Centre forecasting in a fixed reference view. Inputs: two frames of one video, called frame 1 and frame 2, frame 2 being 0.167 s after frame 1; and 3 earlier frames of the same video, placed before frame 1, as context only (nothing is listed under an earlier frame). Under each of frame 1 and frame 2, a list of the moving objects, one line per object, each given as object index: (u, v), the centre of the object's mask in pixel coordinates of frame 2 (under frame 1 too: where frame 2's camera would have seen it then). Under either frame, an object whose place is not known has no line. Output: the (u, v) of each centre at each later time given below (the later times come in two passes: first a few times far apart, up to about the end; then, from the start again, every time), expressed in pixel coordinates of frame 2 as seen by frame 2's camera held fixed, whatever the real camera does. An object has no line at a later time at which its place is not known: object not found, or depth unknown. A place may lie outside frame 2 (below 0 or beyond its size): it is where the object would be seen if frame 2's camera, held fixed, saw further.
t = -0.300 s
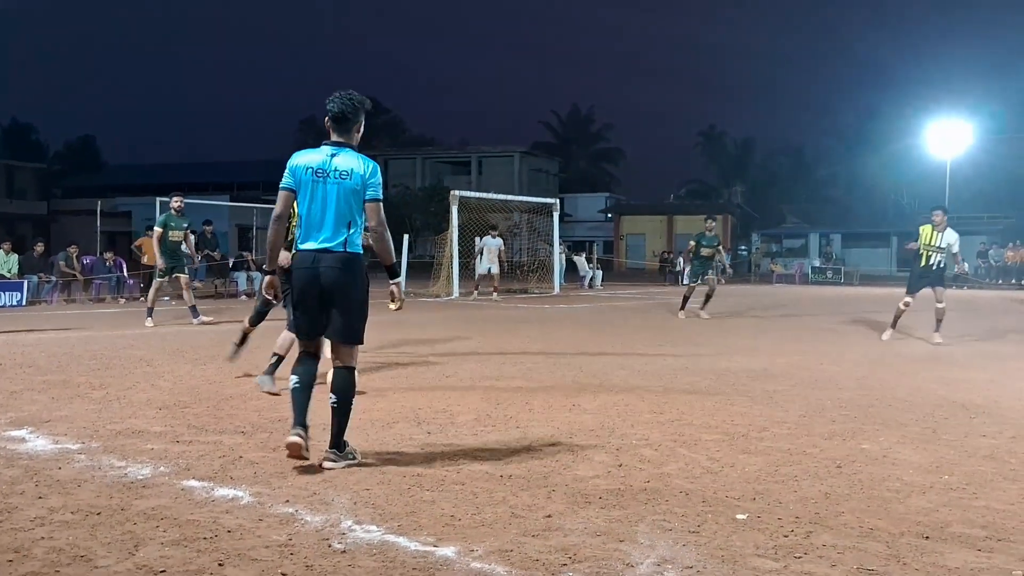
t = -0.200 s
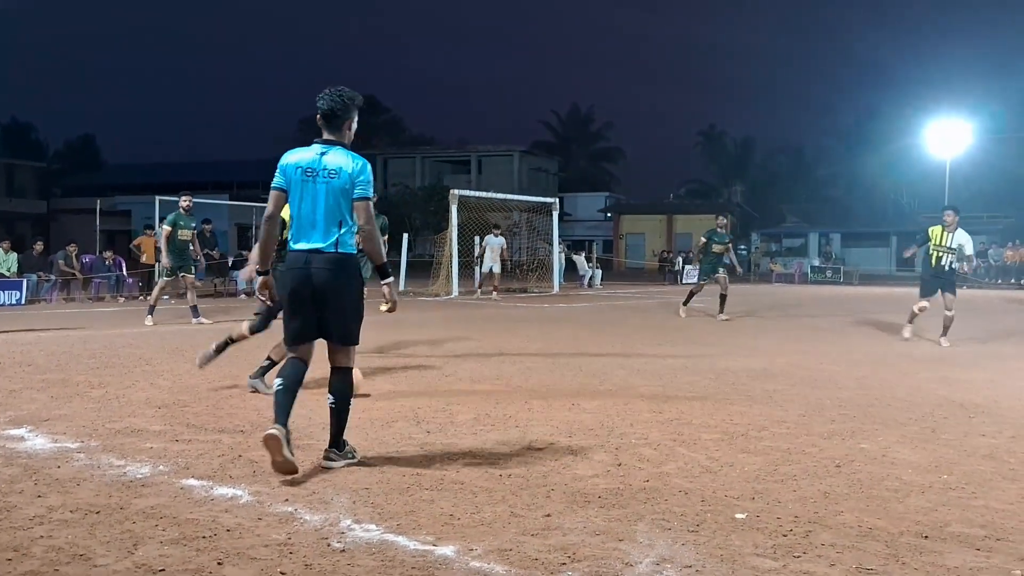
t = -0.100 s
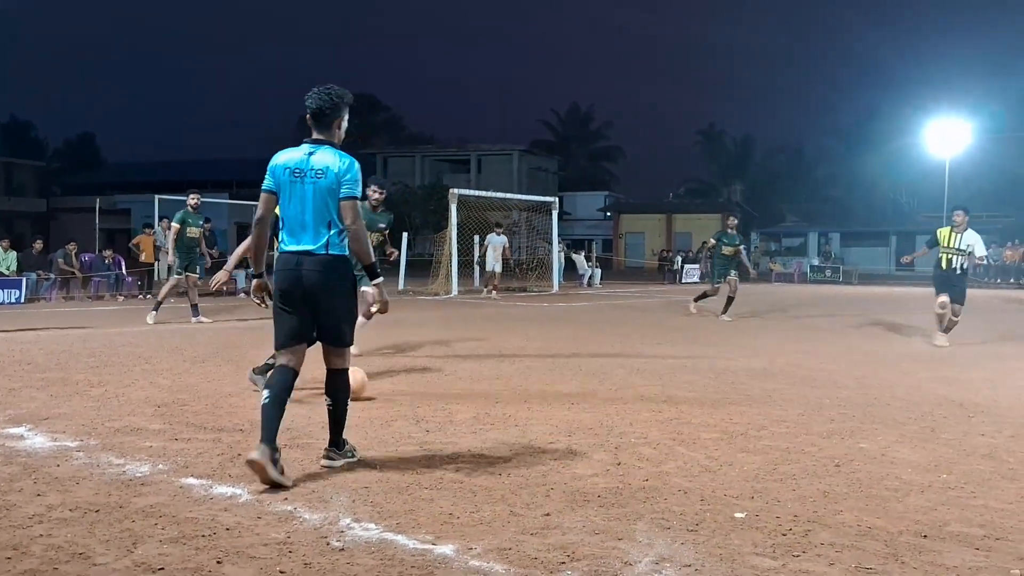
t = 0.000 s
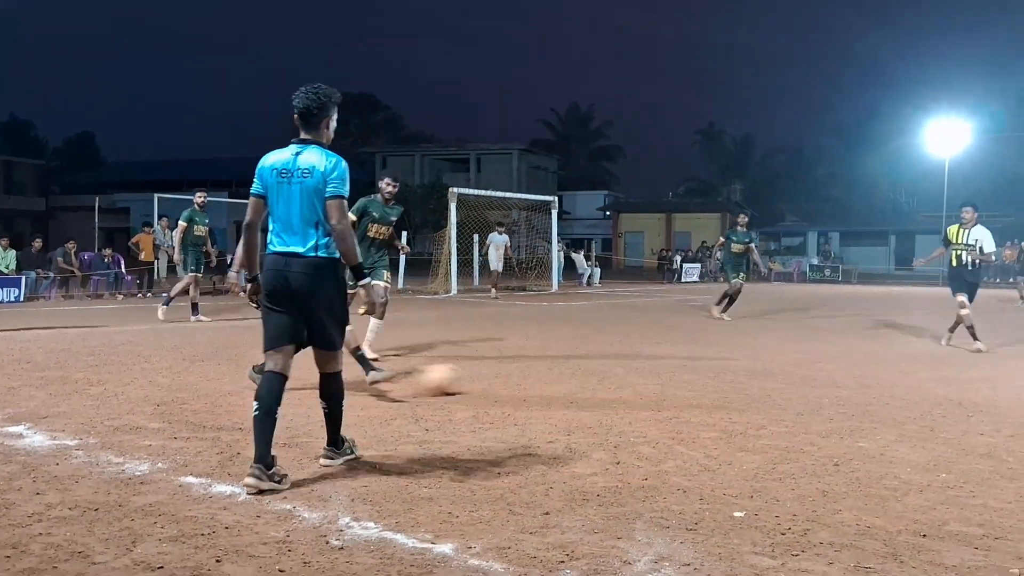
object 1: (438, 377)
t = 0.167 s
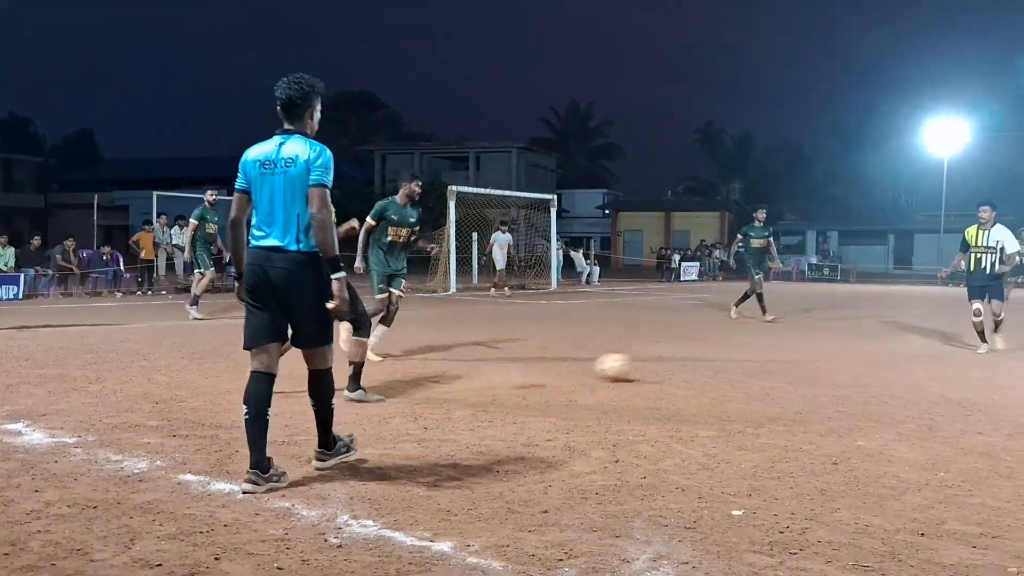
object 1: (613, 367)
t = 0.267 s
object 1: (698, 363)
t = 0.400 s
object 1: (789, 355)
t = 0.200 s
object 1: (645, 366)
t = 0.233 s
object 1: (671, 363)
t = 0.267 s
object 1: (698, 363)
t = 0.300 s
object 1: (721, 360)
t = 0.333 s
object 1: (745, 357)
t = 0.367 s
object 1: (766, 355)
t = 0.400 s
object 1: (789, 355)
